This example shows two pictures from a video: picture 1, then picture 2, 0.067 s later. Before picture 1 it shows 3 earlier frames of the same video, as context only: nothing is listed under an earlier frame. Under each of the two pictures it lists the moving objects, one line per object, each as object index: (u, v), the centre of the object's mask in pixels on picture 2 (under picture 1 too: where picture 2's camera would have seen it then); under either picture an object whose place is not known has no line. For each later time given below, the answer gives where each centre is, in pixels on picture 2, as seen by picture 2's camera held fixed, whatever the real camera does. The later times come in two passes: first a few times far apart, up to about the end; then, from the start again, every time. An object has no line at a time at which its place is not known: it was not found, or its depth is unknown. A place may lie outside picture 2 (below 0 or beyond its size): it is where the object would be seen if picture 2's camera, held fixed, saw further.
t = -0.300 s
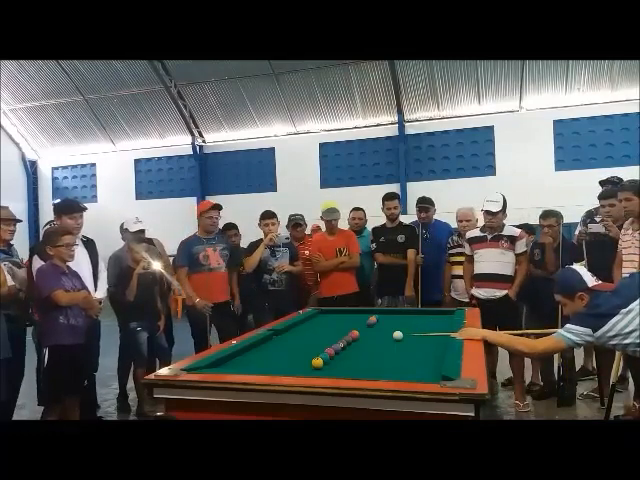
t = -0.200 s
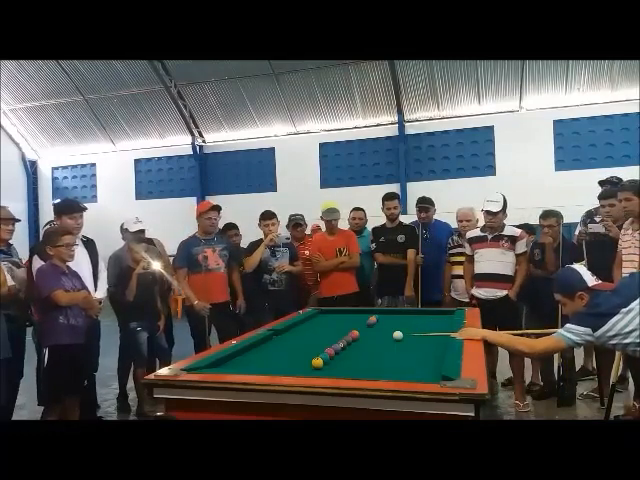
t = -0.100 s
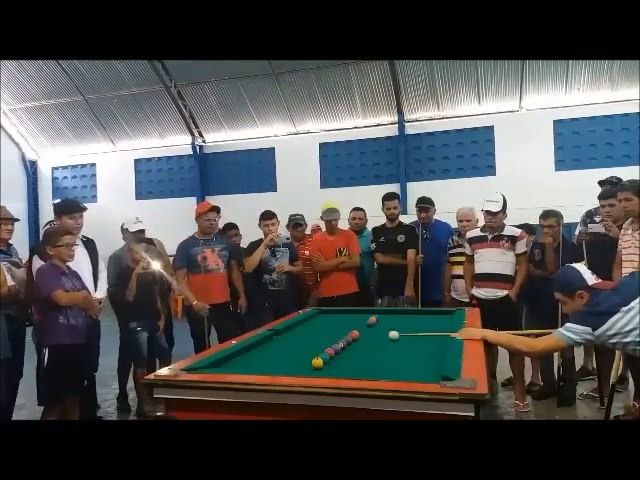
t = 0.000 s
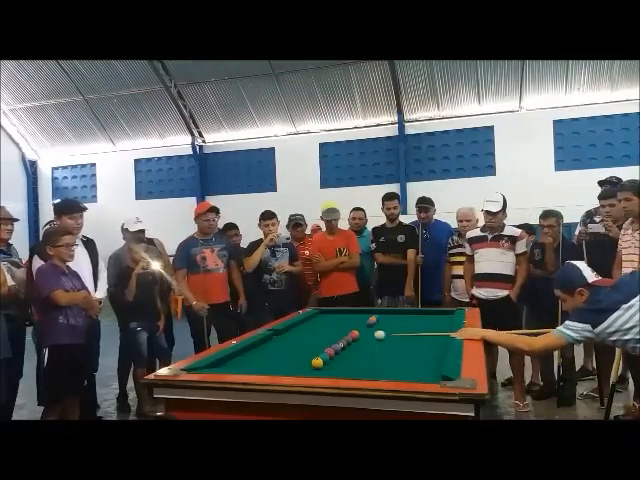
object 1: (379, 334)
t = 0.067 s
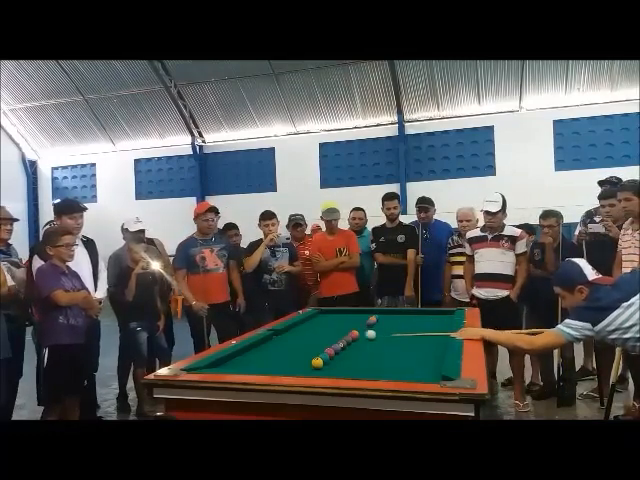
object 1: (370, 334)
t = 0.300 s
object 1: (358, 333)
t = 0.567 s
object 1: (347, 332)
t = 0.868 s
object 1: (340, 333)
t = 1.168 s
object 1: (333, 333)
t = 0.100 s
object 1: (366, 334)
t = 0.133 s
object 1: (363, 334)
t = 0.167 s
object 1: (362, 334)
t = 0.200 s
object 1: (361, 334)
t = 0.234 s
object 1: (360, 334)
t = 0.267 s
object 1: (359, 334)
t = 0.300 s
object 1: (358, 333)
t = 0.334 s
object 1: (357, 333)
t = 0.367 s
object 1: (356, 333)
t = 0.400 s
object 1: (355, 333)
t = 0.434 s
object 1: (354, 332)
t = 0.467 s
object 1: (352, 332)
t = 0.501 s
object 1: (350, 332)
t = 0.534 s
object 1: (349, 332)
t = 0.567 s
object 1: (347, 332)
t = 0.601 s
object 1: (346, 332)
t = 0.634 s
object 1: (345, 332)
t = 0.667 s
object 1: (345, 332)
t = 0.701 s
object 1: (344, 332)
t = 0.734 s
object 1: (343, 332)
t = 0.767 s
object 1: (342, 333)
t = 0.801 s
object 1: (341, 333)
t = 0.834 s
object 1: (340, 333)
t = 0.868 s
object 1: (340, 333)
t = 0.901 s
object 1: (339, 333)
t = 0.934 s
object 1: (338, 333)
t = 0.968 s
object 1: (337, 333)
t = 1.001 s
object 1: (336, 333)
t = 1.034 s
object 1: (335, 333)
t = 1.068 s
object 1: (335, 333)
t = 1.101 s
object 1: (334, 333)
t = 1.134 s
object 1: (333, 333)
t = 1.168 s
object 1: (333, 333)
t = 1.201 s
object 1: (332, 333)
